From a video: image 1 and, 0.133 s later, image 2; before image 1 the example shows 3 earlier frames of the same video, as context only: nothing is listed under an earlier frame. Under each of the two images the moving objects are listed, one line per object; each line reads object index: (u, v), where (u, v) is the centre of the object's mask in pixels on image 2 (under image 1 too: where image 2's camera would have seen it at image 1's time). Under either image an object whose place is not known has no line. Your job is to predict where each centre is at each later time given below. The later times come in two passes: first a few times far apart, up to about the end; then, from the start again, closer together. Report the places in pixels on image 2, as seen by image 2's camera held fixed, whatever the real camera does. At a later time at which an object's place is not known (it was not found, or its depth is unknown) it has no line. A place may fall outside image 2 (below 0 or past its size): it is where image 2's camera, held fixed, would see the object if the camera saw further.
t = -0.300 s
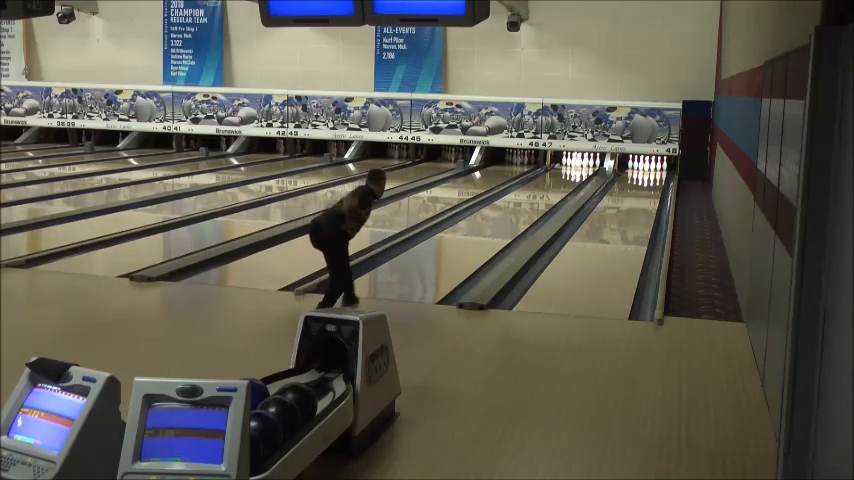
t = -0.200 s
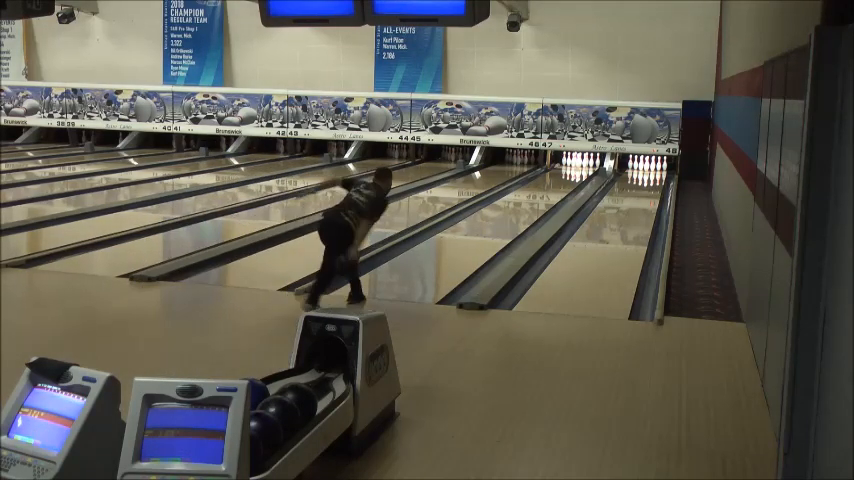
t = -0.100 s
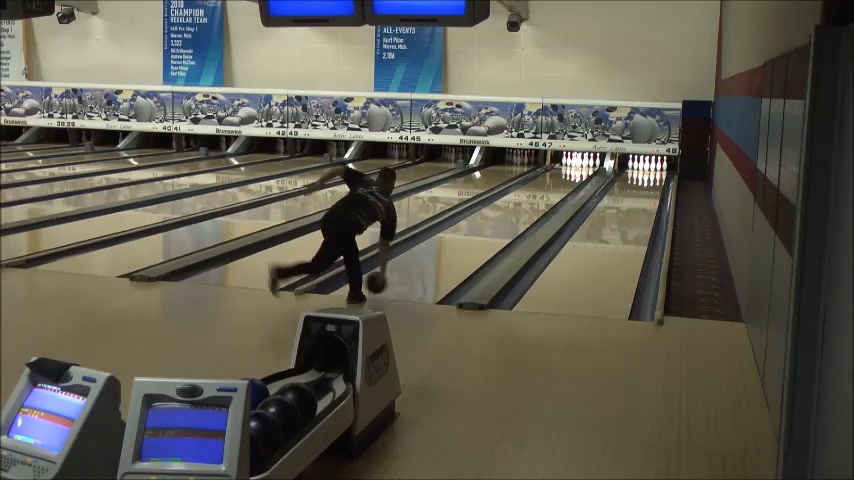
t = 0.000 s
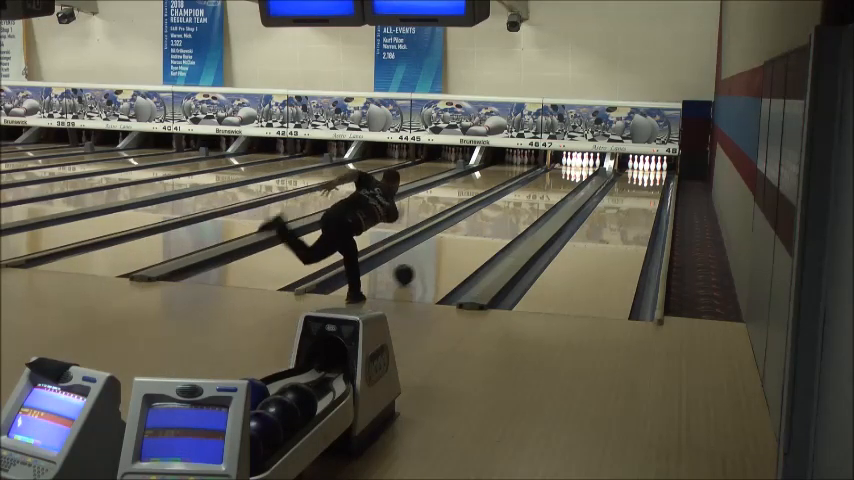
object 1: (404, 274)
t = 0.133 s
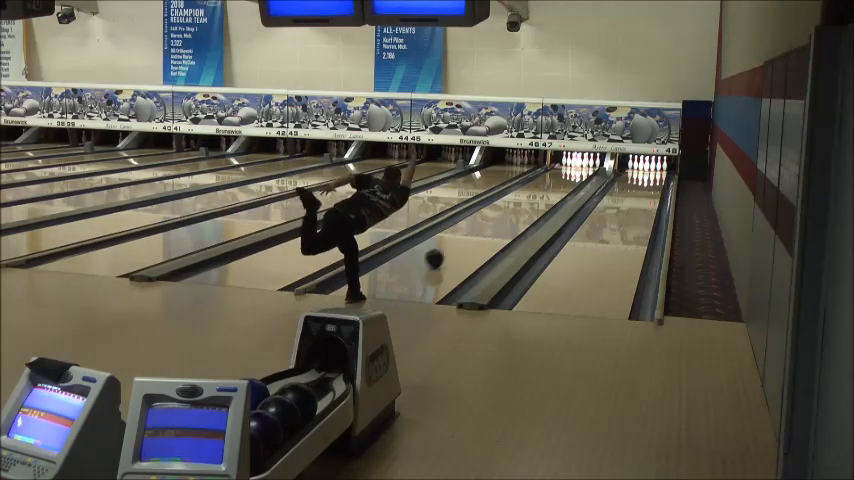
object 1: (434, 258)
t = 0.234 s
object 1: (453, 248)
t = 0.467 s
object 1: (490, 228)
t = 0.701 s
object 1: (518, 213)
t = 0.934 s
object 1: (539, 201)
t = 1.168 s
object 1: (555, 191)
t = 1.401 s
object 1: (568, 184)
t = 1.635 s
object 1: (577, 177)
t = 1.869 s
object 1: (581, 171)
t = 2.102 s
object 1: (582, 167)
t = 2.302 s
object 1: (585, 164)
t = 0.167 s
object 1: (441, 255)
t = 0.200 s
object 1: (447, 251)
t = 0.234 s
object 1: (453, 248)
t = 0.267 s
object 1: (459, 245)
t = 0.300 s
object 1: (465, 241)
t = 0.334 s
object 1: (471, 239)
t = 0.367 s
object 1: (476, 236)
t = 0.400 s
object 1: (481, 233)
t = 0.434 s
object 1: (486, 231)
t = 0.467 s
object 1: (490, 228)
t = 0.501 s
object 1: (495, 226)
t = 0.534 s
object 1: (499, 224)
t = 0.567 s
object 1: (503, 221)
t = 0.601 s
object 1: (507, 219)
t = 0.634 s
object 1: (510, 217)
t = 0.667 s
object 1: (514, 215)
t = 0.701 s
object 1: (518, 213)
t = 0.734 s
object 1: (521, 211)
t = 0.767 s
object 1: (524, 209)
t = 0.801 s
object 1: (527, 207)
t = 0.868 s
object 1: (533, 204)
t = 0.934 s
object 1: (539, 201)
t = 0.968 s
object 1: (542, 199)
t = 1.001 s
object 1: (544, 198)
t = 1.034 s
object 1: (546, 197)
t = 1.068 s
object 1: (549, 195)
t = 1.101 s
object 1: (551, 194)
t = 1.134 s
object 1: (553, 192)
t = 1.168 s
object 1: (555, 191)
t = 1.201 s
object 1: (557, 190)
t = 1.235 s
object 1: (559, 189)
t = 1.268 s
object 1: (561, 188)
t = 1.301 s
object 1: (563, 187)
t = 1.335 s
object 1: (564, 185)
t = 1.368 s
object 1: (566, 184)
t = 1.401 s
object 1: (568, 184)
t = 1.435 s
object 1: (569, 182)
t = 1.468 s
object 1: (571, 181)
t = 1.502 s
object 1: (572, 181)
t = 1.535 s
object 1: (573, 180)
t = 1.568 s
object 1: (574, 179)
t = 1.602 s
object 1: (575, 178)
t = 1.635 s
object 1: (577, 177)
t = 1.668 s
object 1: (578, 176)
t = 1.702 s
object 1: (578, 175)
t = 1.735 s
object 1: (579, 174)
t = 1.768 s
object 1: (580, 174)
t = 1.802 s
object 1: (580, 173)
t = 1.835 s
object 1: (581, 172)
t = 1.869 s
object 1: (581, 171)
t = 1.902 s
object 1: (581, 171)
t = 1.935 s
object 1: (581, 170)
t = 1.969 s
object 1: (582, 169)
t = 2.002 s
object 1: (582, 169)
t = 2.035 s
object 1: (582, 168)
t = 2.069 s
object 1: (582, 168)
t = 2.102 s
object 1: (582, 167)
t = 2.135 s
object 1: (582, 166)
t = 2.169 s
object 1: (582, 165)
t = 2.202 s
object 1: (582, 165)
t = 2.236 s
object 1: (582, 164)
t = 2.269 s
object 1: (583, 164)
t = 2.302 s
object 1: (585, 164)
